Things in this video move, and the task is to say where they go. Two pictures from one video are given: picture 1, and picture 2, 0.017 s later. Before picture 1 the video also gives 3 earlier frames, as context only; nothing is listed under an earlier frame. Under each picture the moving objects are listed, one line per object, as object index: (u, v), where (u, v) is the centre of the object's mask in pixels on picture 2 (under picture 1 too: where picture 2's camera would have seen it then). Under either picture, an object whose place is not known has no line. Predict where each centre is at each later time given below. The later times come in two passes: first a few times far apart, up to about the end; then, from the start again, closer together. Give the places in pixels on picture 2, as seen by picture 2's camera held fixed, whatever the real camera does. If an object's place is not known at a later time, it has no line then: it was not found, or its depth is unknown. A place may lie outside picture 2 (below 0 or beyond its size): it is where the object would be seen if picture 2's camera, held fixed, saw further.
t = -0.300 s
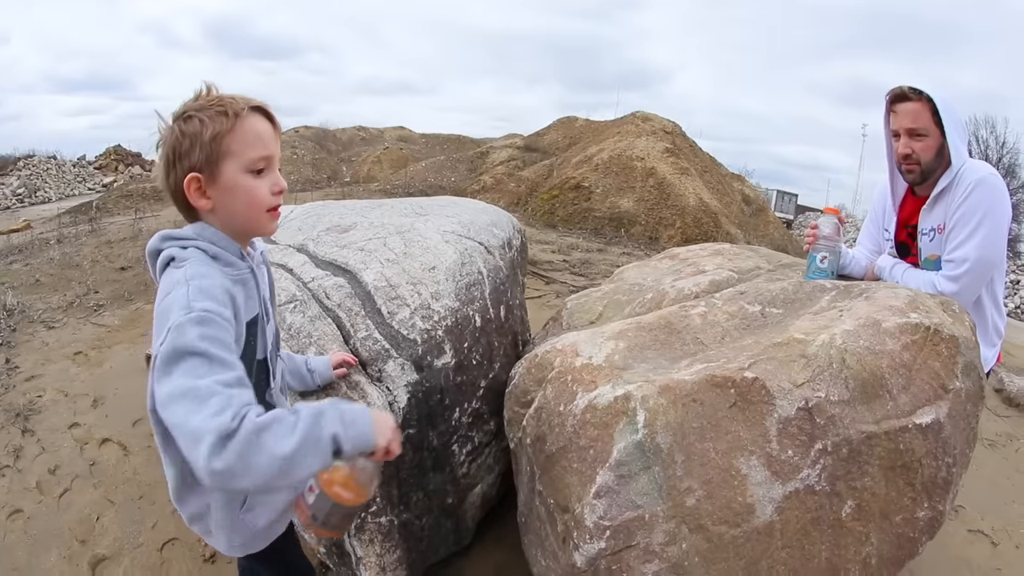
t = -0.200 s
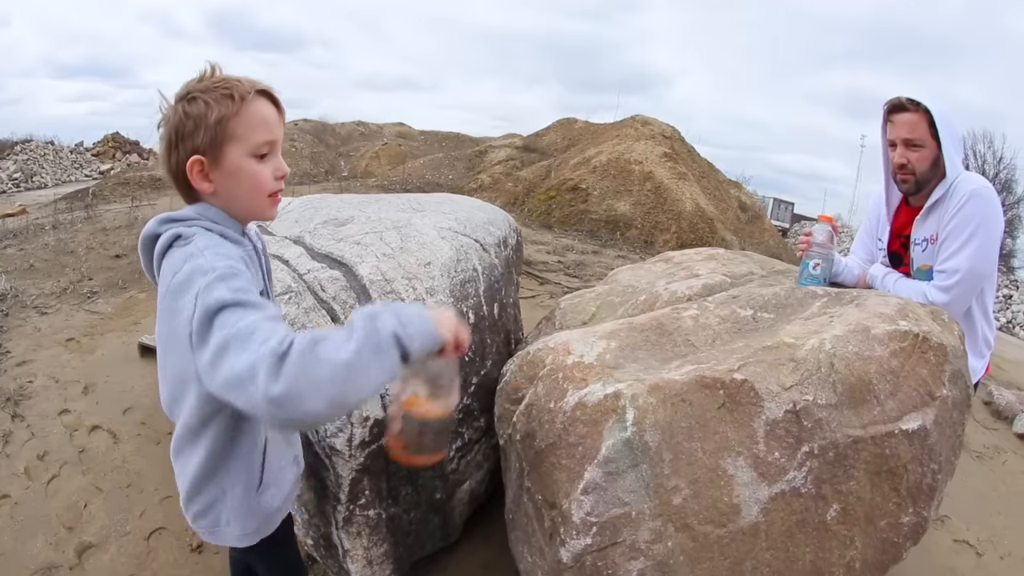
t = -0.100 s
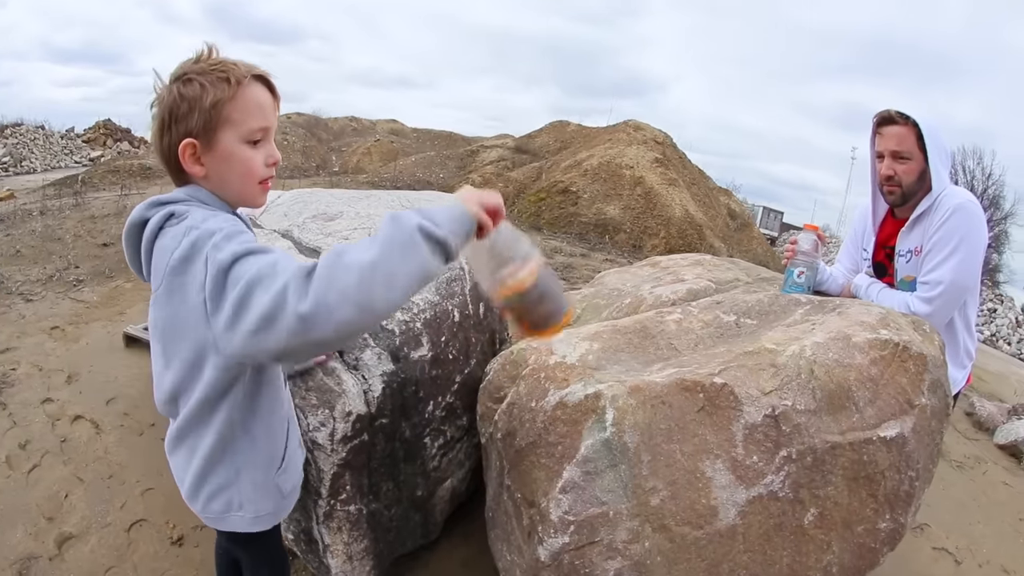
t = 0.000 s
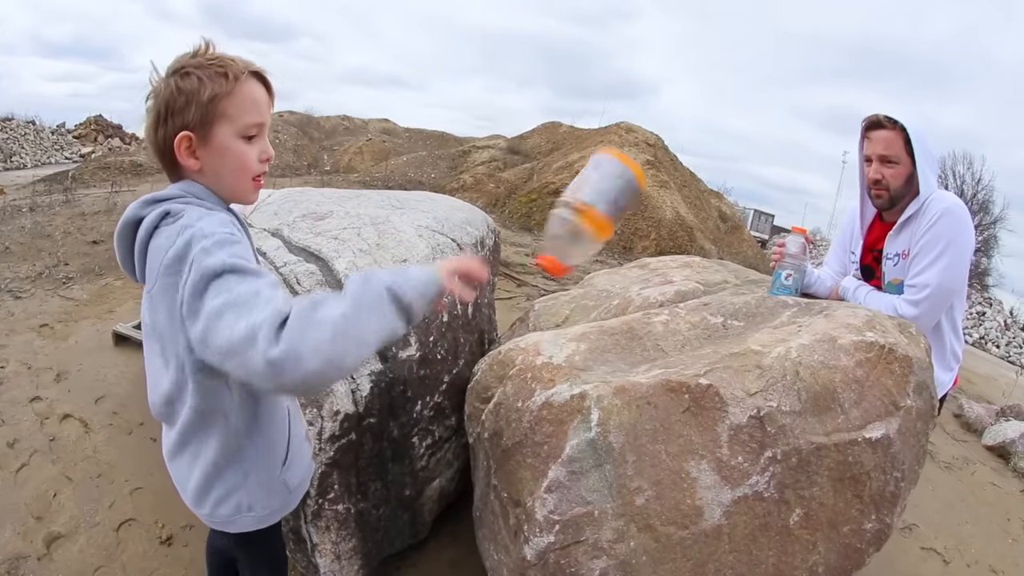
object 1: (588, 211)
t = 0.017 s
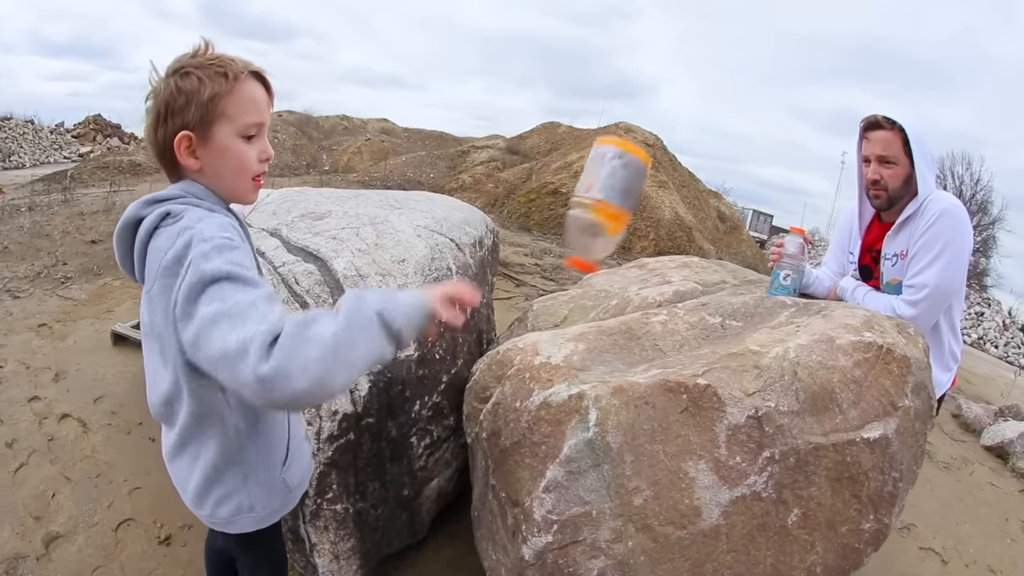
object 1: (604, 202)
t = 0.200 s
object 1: (690, 183)
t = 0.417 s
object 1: (707, 290)
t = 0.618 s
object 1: (663, 291)
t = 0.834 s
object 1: (628, 316)
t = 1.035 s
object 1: (610, 319)
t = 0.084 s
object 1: (652, 165)
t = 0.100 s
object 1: (658, 160)
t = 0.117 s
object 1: (665, 159)
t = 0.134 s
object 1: (670, 160)
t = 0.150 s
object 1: (675, 163)
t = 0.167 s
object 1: (681, 168)
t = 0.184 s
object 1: (685, 175)
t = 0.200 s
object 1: (690, 183)
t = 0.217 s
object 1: (695, 193)
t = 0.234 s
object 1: (699, 202)
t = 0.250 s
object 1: (703, 214)
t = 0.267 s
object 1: (707, 224)
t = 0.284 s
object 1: (711, 236)
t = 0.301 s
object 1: (713, 249)
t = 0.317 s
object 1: (716, 262)
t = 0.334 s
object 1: (717, 276)
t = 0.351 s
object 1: (716, 294)
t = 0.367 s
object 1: (713, 296)
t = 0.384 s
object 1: (711, 294)
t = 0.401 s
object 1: (710, 293)
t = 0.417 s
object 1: (707, 290)
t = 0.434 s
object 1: (703, 290)
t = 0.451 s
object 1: (698, 289)
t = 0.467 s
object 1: (695, 288)
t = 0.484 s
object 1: (691, 287)
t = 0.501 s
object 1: (687, 286)
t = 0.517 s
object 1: (684, 286)
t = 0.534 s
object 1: (681, 285)
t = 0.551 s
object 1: (677, 286)
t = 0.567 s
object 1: (674, 287)
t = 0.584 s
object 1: (669, 289)
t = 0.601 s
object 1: (665, 291)
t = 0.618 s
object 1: (663, 291)
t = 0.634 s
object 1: (660, 292)
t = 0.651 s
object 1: (657, 294)
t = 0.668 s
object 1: (653, 295)
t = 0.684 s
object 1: (650, 298)
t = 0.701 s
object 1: (647, 300)
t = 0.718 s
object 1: (645, 302)
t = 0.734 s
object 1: (643, 305)
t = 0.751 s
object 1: (641, 307)
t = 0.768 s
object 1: (639, 309)
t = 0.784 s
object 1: (635, 311)
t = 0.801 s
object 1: (632, 313)
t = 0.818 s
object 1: (630, 314)
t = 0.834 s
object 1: (628, 316)
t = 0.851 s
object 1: (625, 317)
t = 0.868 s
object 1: (623, 317)
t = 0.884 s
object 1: (619, 317)
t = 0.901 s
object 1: (616, 317)
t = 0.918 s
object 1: (614, 317)
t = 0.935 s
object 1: (613, 317)
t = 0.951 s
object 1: (613, 318)
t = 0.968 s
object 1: (611, 317)
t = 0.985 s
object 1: (611, 318)
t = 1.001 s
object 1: (610, 318)
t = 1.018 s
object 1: (610, 318)
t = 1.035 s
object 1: (610, 319)
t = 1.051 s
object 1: (609, 319)
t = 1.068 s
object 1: (609, 319)
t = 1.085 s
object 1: (609, 319)
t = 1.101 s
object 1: (609, 319)
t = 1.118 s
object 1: (609, 319)
